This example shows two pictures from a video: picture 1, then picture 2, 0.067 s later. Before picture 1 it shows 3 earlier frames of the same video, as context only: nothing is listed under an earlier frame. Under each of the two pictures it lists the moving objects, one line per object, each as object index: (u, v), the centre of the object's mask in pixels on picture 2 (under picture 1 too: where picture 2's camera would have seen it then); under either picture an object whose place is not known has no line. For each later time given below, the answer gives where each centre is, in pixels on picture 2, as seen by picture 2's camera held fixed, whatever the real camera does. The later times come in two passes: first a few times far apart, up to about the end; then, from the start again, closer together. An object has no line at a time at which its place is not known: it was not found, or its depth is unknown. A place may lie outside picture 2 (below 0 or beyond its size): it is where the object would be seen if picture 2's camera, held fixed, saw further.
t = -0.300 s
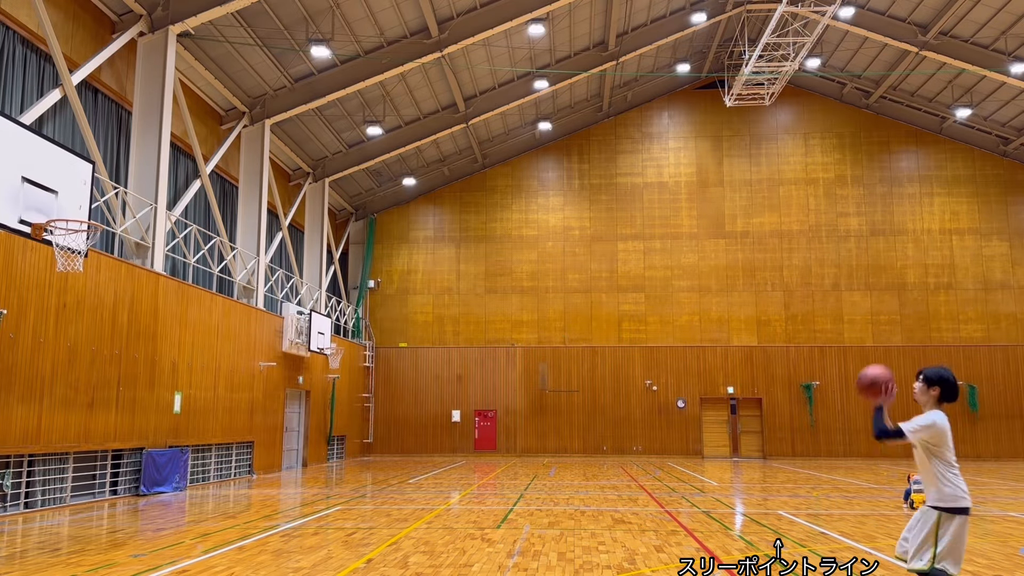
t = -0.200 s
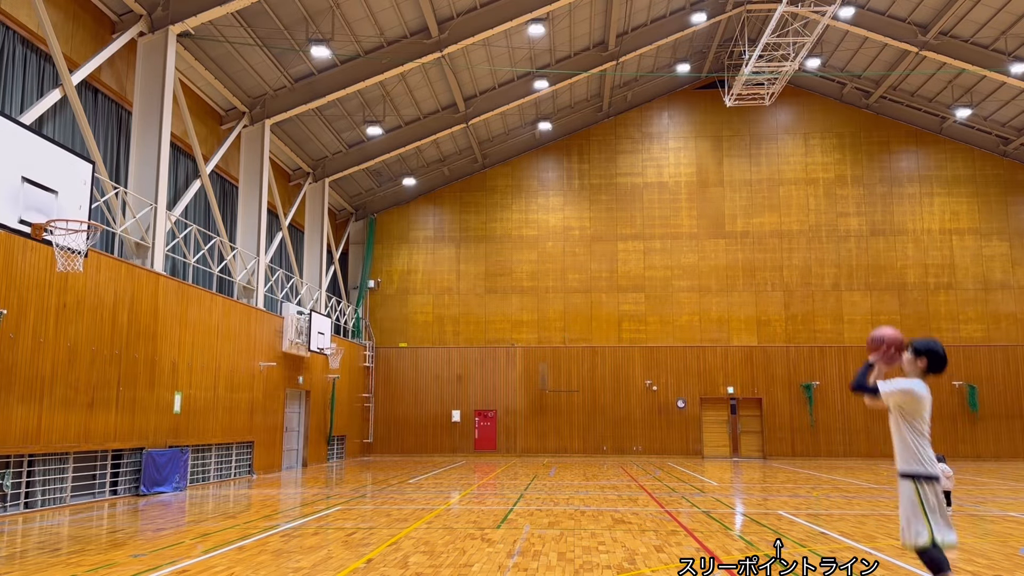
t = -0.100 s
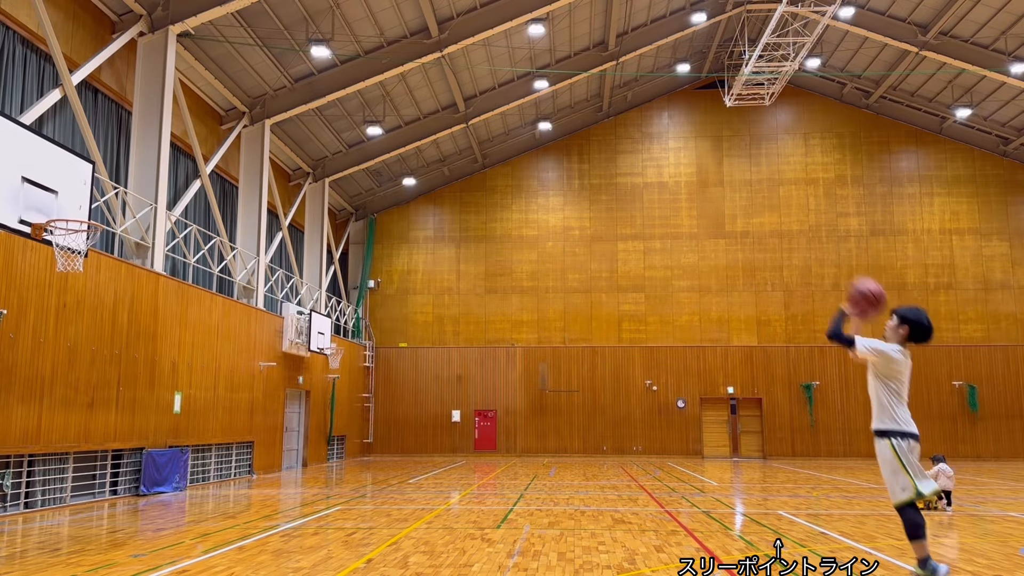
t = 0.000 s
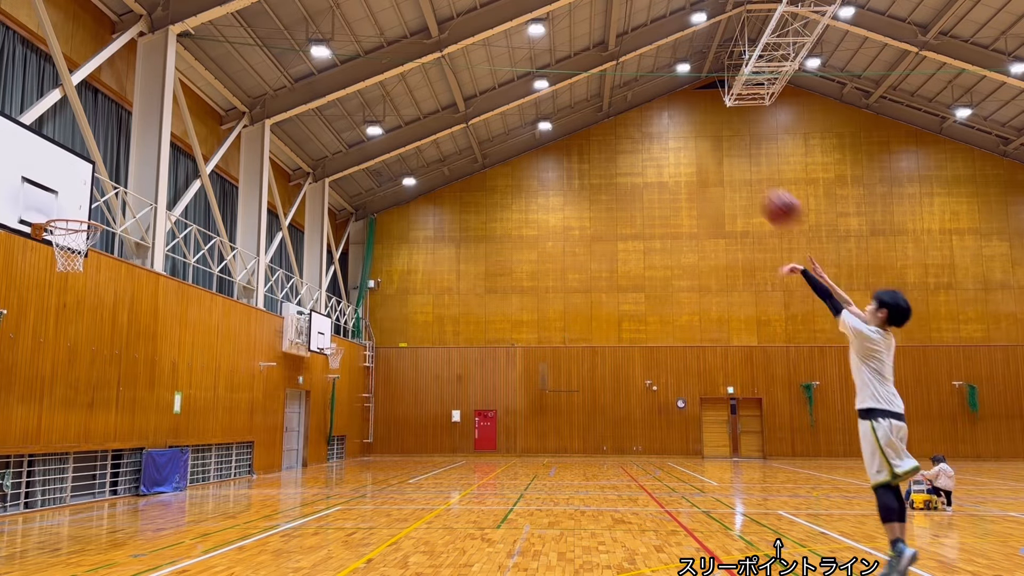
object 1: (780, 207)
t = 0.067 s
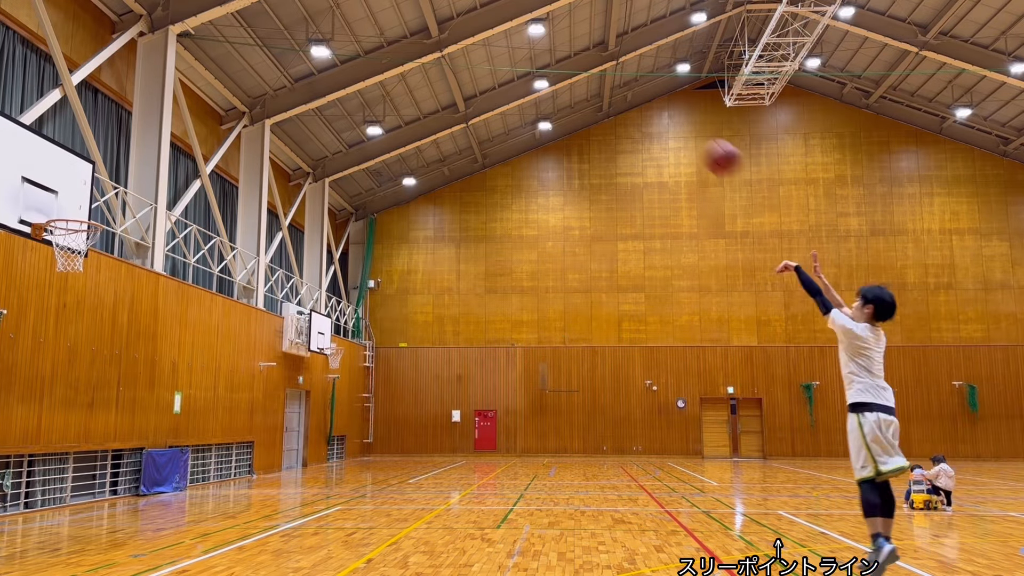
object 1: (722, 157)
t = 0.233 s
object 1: (595, 69)
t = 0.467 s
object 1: (447, 14)
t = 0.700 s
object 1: (320, 21)
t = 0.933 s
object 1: (205, 78)
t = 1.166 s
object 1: (99, 183)
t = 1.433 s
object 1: (71, 272)
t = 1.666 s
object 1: (91, 356)
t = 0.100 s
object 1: (694, 135)
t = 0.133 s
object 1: (669, 116)
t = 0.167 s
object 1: (643, 99)
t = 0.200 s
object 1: (618, 84)
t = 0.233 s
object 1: (595, 69)
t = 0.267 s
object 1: (573, 57)
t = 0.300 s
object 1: (551, 47)
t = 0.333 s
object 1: (529, 38)
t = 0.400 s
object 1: (487, 22)
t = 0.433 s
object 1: (467, 18)
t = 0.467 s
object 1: (447, 14)
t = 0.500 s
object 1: (429, 12)
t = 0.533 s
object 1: (409, 12)
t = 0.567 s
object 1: (390, 12)
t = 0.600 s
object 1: (373, 12)
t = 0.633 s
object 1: (354, 13)
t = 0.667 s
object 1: (337, 16)
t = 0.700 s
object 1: (320, 21)
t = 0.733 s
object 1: (302, 26)
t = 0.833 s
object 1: (253, 48)
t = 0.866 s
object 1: (237, 57)
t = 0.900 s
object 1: (221, 66)
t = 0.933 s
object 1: (205, 78)
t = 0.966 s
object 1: (190, 90)
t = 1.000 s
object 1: (174, 103)
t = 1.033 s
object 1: (158, 118)
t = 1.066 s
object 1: (143, 133)
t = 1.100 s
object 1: (128, 148)
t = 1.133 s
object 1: (114, 164)
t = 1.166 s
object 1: (99, 183)
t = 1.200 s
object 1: (84, 200)
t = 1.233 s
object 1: (70, 219)
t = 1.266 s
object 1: (57, 237)
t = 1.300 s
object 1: (57, 247)
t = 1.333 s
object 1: (60, 251)
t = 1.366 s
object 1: (64, 258)
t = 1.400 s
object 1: (68, 264)
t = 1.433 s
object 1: (71, 272)
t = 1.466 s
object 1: (74, 281)
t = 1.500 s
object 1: (78, 291)
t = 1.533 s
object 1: (80, 302)
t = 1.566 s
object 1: (83, 315)
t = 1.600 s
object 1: (86, 328)
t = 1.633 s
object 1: (89, 341)
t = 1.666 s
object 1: (91, 356)
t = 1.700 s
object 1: (94, 373)
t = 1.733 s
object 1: (96, 390)
